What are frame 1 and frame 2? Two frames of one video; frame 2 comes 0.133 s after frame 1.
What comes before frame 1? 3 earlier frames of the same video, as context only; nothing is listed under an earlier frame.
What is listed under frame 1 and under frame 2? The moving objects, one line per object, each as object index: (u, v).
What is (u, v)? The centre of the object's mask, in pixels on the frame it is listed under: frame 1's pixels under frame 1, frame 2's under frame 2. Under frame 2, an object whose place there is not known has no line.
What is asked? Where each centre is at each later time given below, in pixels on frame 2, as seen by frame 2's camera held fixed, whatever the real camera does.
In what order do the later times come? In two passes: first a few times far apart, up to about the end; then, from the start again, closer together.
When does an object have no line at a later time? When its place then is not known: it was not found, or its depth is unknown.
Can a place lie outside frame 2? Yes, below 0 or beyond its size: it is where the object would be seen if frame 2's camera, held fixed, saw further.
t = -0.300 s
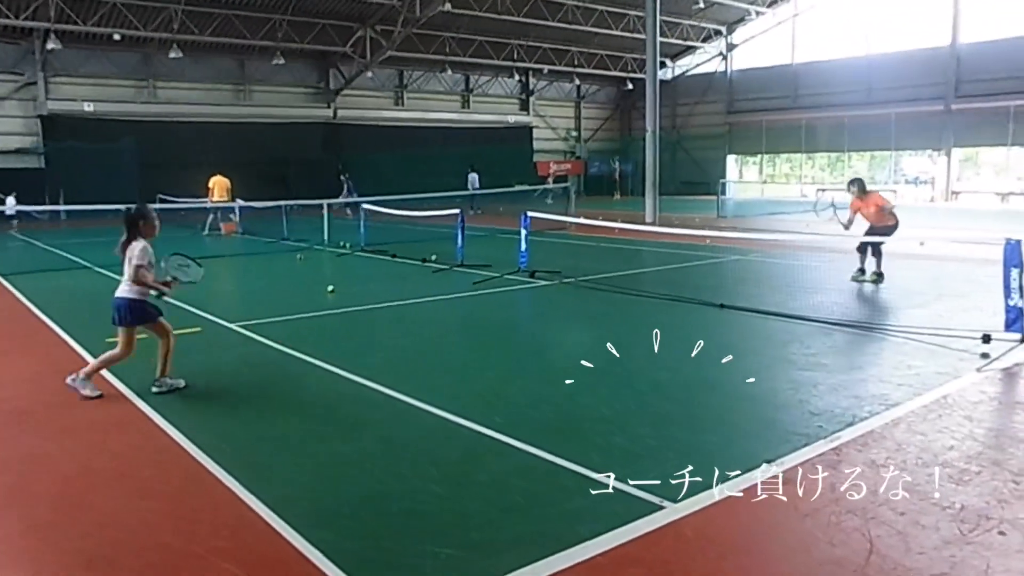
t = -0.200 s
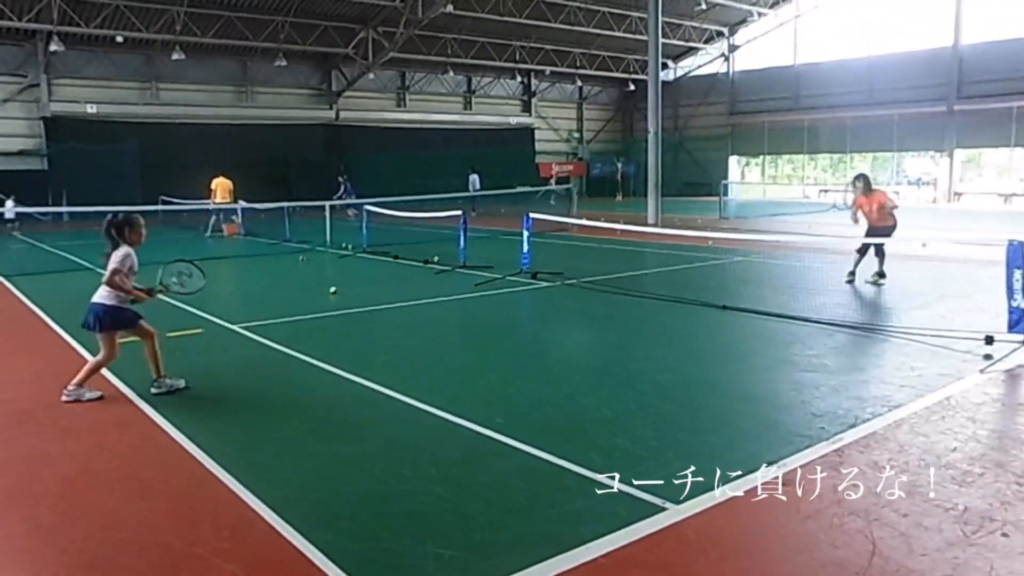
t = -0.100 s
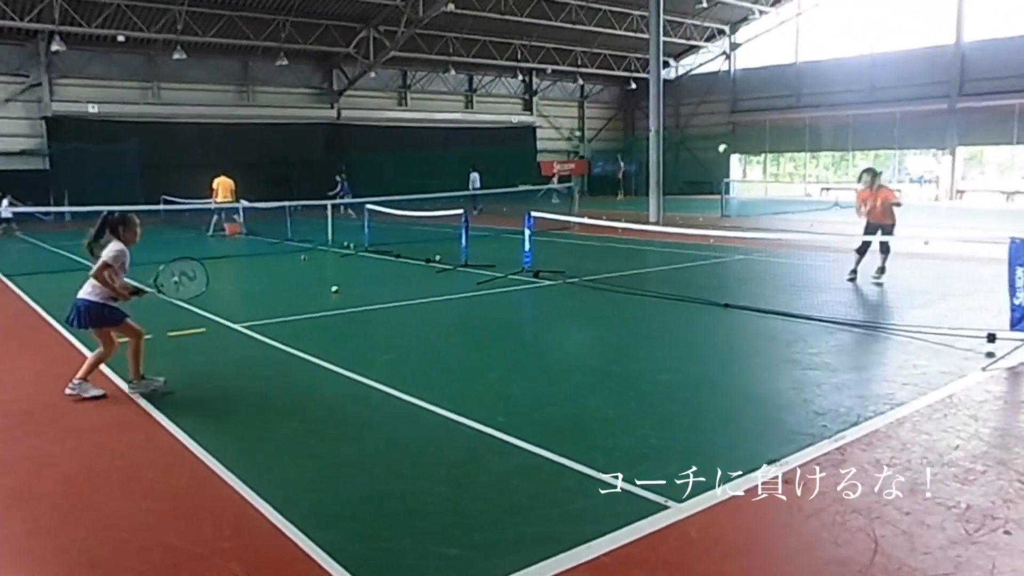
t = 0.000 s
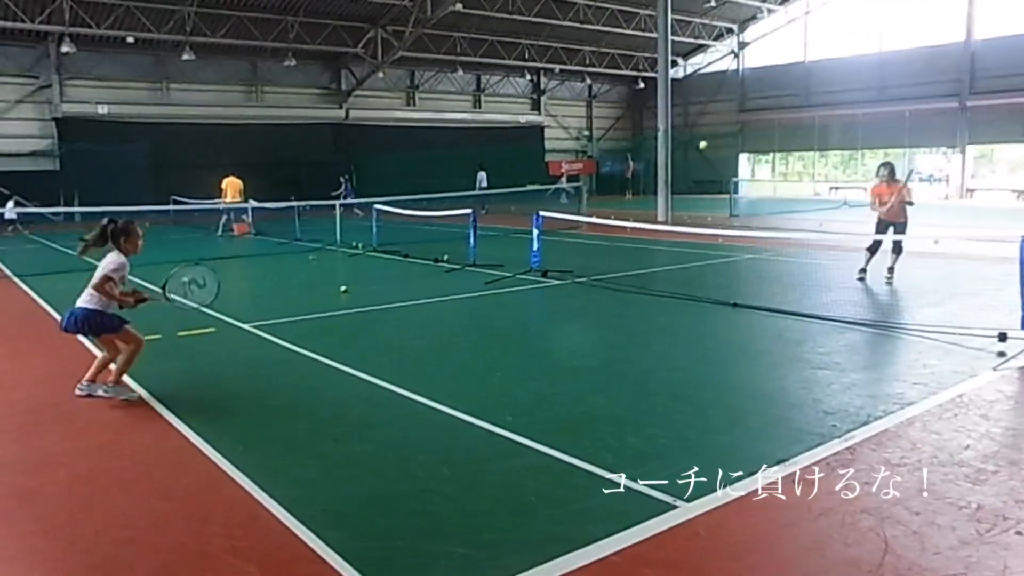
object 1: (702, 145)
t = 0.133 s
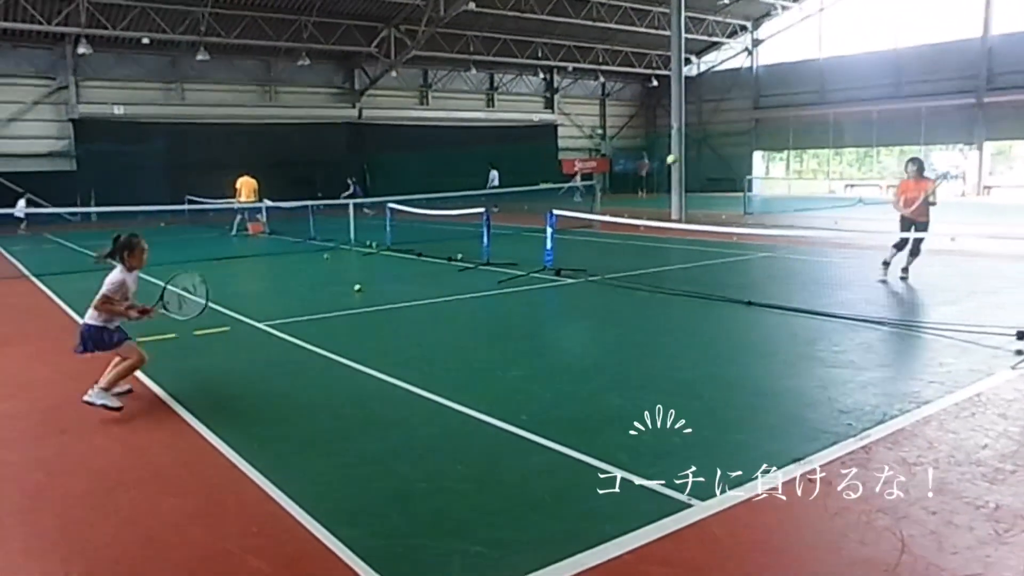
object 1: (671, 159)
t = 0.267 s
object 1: (613, 206)
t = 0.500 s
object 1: (471, 396)
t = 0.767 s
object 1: (321, 382)
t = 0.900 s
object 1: (241, 374)
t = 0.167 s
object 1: (658, 167)
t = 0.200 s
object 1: (642, 177)
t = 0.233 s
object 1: (630, 190)
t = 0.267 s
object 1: (613, 206)
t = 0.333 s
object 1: (579, 244)
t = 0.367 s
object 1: (560, 267)
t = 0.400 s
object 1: (540, 295)
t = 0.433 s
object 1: (519, 323)
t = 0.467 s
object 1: (495, 359)
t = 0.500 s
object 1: (471, 396)
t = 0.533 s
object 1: (444, 443)
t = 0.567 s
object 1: (423, 461)
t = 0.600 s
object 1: (408, 443)
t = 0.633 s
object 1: (391, 427)
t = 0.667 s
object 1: (375, 413)
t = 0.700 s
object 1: (358, 401)
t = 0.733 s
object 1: (340, 390)
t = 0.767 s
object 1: (321, 382)
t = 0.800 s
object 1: (301, 376)
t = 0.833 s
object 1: (283, 372)
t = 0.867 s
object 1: (261, 371)
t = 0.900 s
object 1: (241, 374)
